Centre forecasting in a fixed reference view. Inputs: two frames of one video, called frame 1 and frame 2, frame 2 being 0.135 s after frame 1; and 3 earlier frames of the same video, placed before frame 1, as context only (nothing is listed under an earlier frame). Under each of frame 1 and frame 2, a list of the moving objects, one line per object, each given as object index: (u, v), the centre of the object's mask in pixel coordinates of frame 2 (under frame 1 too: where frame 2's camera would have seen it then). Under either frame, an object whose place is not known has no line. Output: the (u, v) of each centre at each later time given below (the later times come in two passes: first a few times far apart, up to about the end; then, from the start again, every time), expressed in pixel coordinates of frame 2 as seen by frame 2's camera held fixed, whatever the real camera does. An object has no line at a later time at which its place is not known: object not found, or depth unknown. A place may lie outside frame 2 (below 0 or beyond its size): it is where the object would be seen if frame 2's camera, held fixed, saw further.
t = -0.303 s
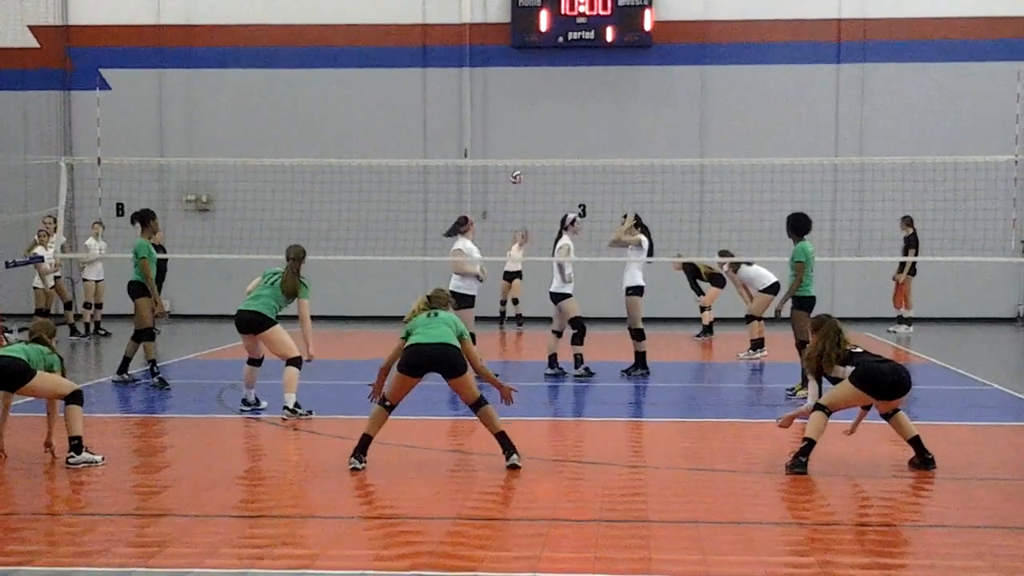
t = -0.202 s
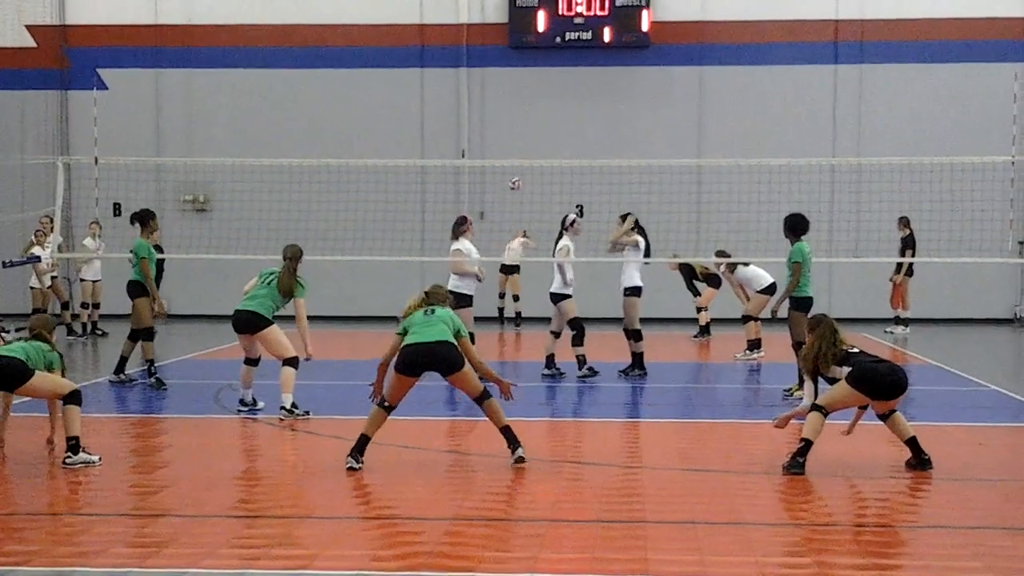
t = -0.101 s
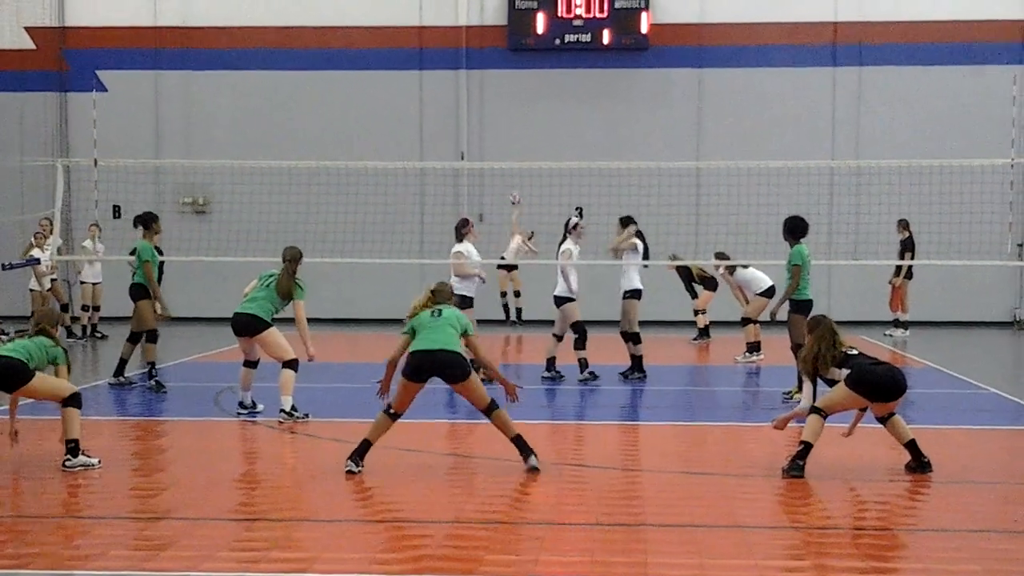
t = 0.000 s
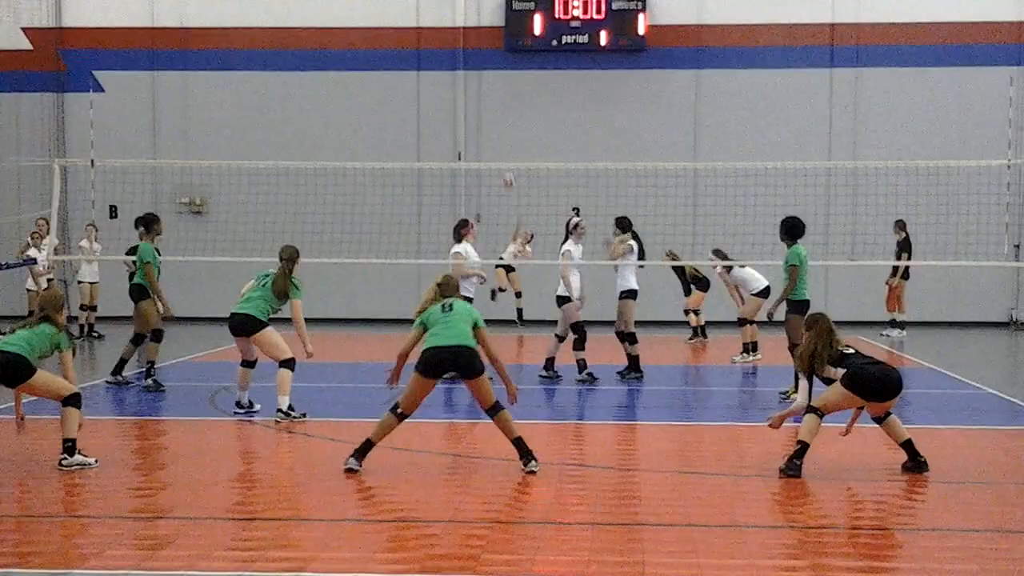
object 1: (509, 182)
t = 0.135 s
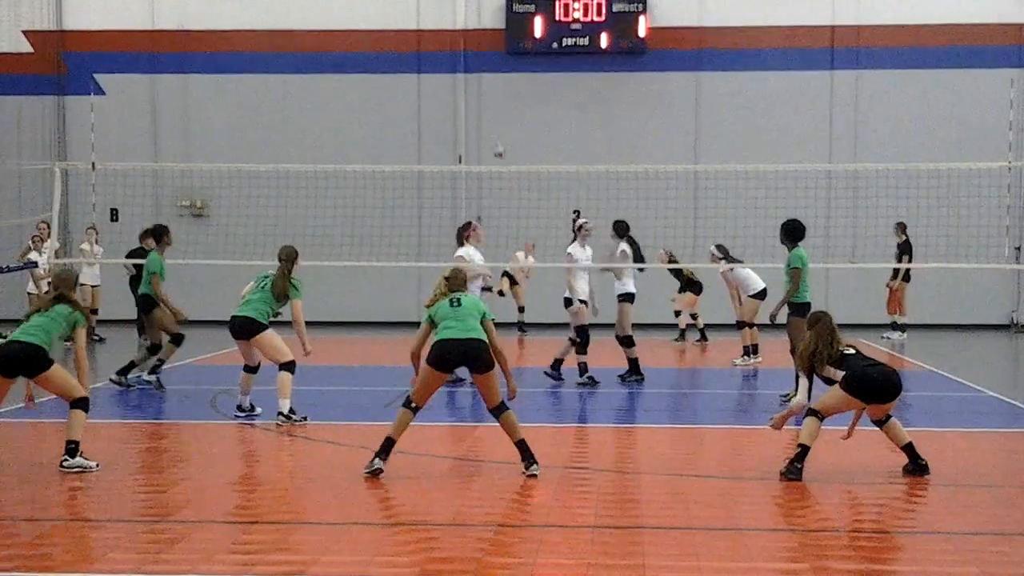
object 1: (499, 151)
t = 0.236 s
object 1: (492, 129)
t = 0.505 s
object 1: (465, 90)
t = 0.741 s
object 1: (426, 107)
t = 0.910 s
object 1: (380, 168)
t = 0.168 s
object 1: (496, 143)
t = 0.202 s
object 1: (494, 136)
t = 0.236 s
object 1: (492, 129)
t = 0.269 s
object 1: (489, 122)
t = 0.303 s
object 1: (486, 116)
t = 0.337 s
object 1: (482, 110)
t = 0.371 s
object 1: (479, 105)
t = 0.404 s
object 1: (475, 100)
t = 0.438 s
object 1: (473, 97)
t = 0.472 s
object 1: (469, 94)
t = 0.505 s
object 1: (465, 90)
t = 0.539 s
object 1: (461, 89)
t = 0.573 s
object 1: (456, 89)
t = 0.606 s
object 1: (450, 89)
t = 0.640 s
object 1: (445, 92)
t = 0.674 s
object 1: (440, 95)
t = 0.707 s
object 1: (434, 100)
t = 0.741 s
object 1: (426, 107)
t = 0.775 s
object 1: (417, 115)
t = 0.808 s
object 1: (409, 126)
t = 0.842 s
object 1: (400, 137)
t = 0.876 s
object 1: (391, 151)
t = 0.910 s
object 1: (380, 168)
